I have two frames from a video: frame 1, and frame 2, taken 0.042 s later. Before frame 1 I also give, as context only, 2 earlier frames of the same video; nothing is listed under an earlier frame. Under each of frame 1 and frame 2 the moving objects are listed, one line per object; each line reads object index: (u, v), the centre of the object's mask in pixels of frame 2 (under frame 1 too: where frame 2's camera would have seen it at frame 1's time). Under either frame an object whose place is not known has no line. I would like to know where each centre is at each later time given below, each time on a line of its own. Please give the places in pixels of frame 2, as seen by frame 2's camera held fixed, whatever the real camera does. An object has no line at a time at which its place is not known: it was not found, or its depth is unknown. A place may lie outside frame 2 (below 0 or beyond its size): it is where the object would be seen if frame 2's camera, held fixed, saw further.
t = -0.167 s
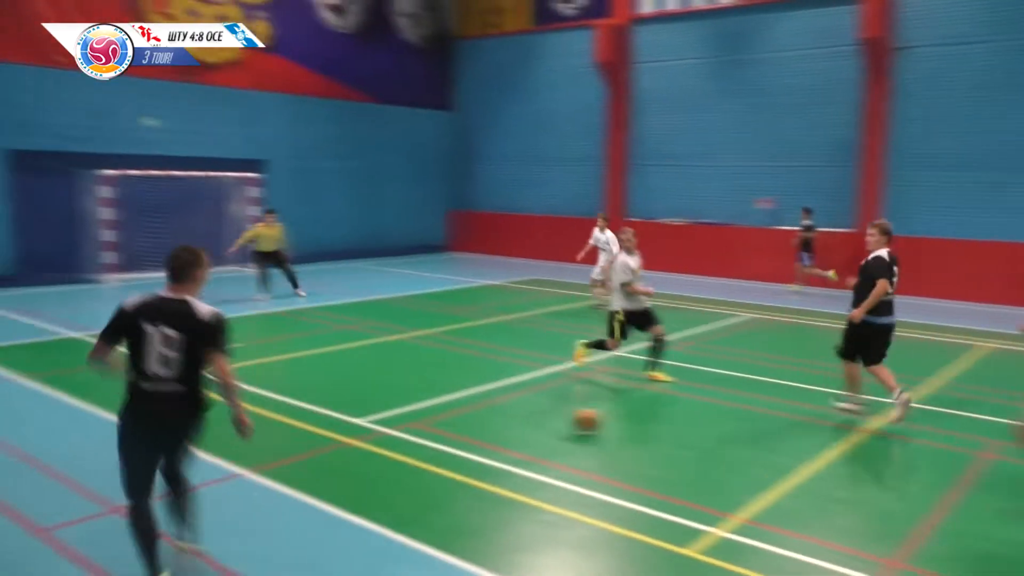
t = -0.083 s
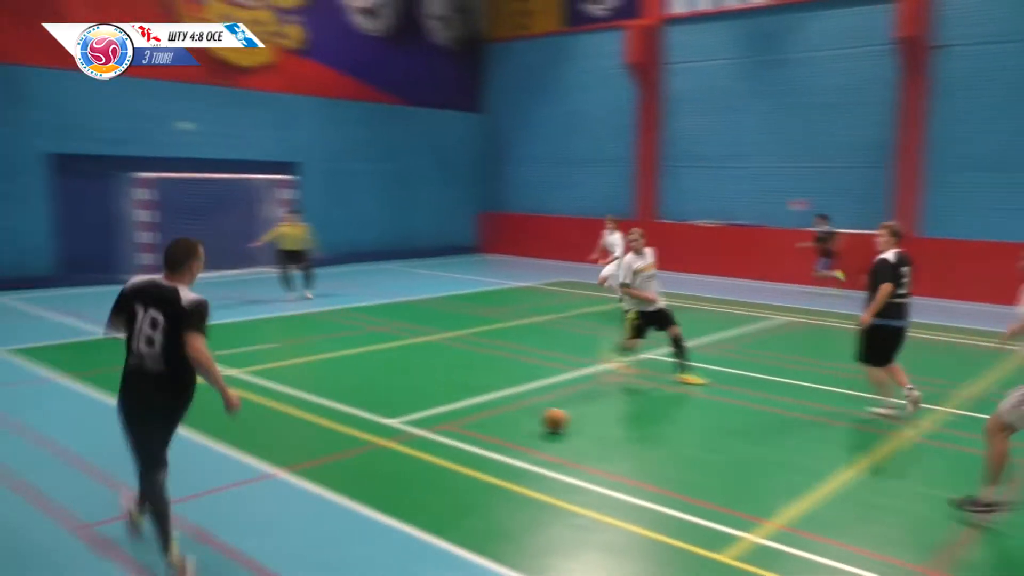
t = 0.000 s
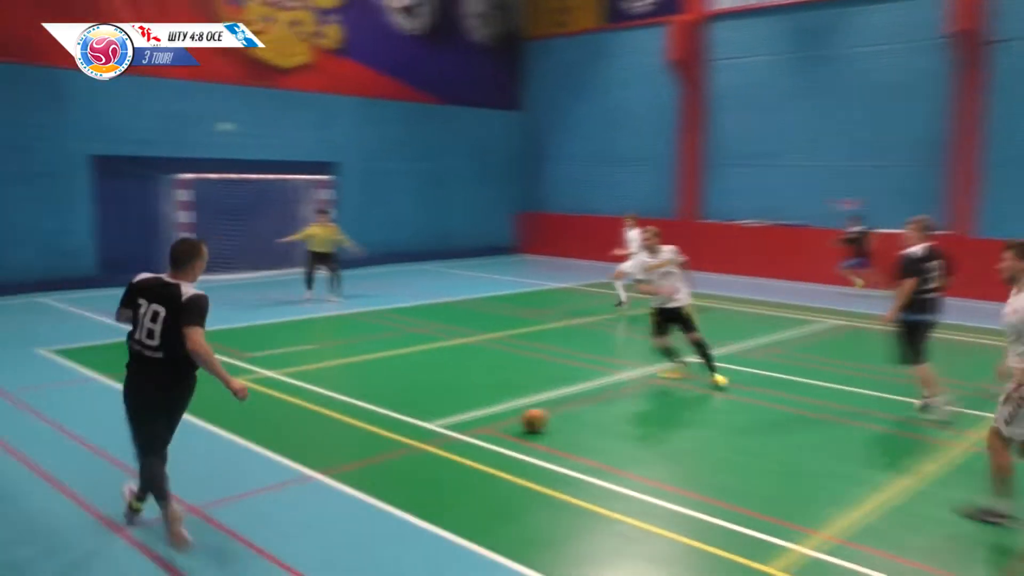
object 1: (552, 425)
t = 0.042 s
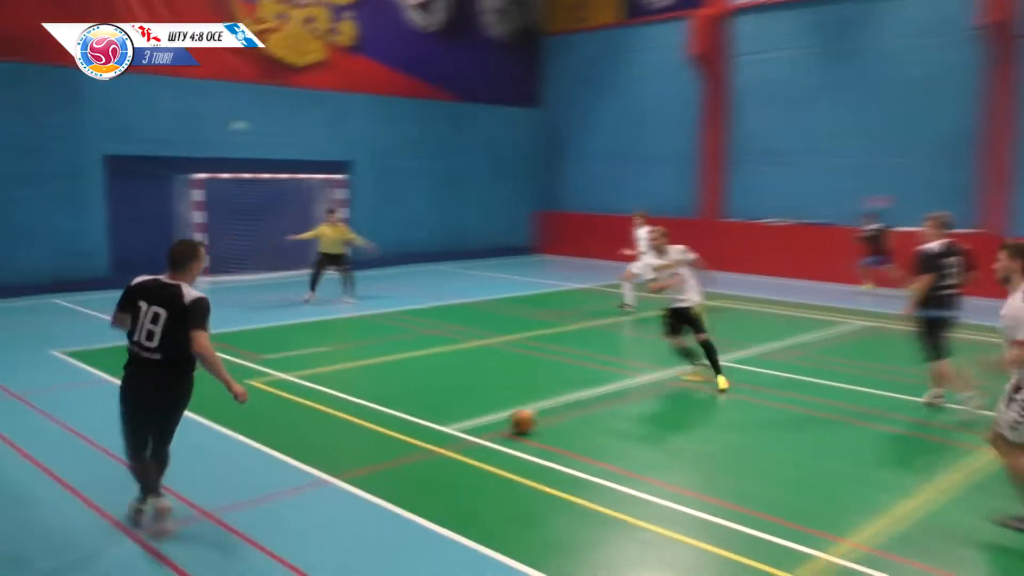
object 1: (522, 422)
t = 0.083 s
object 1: (492, 419)
